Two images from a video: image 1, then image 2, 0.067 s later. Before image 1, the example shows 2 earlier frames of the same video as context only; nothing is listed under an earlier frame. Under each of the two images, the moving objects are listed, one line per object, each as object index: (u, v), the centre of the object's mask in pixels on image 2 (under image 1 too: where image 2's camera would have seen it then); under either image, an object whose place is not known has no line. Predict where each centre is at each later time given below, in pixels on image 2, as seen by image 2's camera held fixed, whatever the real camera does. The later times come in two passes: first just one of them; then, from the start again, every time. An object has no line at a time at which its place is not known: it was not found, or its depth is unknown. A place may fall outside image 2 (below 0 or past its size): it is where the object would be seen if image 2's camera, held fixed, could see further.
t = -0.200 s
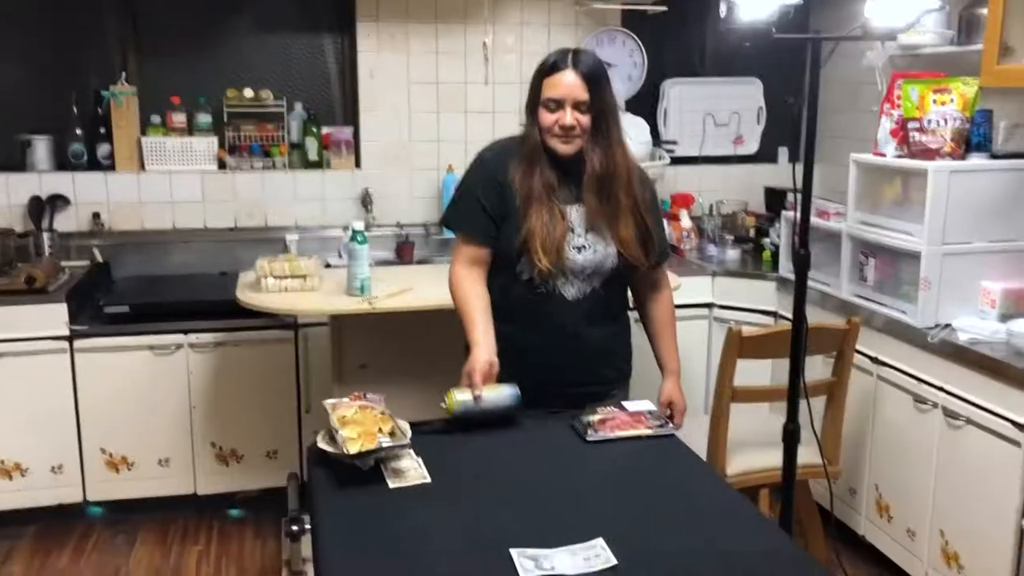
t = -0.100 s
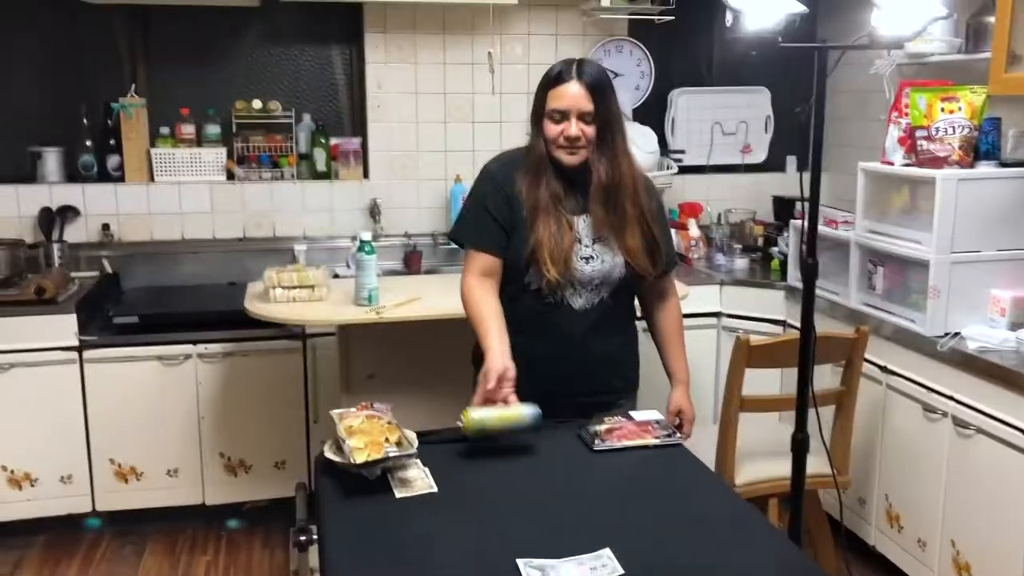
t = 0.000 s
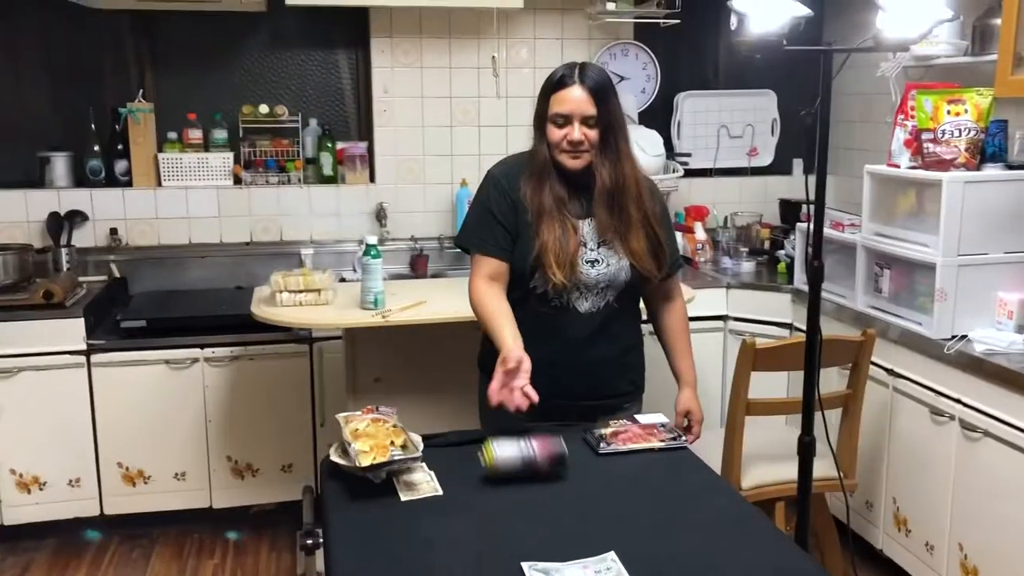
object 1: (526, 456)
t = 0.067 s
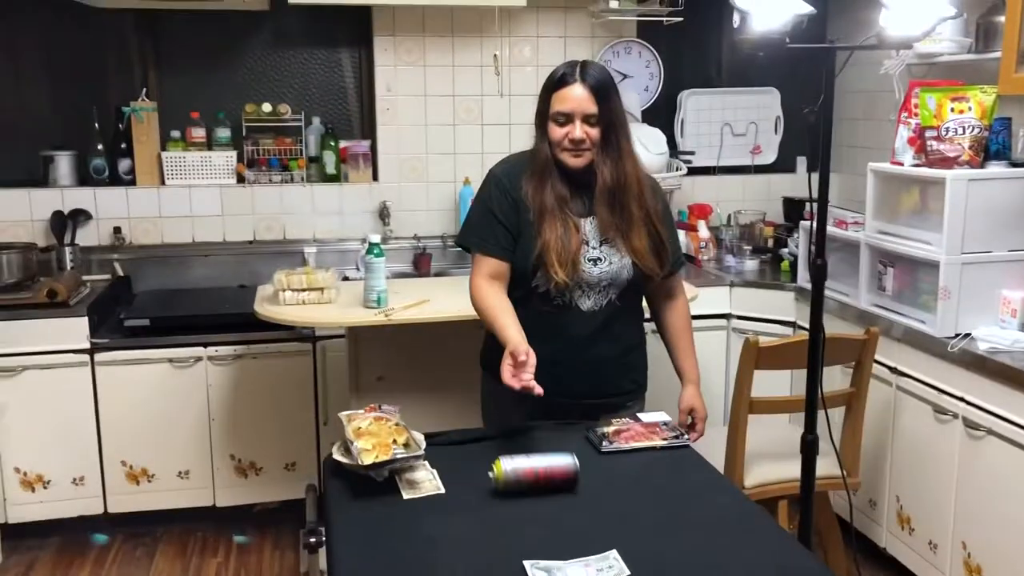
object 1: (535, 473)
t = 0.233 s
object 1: (555, 510)
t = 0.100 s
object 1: (538, 481)
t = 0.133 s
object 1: (542, 488)
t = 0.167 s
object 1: (546, 495)
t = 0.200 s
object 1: (550, 503)
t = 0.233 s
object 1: (555, 510)
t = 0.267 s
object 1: (559, 512)
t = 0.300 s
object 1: (564, 520)
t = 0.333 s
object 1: (568, 525)
